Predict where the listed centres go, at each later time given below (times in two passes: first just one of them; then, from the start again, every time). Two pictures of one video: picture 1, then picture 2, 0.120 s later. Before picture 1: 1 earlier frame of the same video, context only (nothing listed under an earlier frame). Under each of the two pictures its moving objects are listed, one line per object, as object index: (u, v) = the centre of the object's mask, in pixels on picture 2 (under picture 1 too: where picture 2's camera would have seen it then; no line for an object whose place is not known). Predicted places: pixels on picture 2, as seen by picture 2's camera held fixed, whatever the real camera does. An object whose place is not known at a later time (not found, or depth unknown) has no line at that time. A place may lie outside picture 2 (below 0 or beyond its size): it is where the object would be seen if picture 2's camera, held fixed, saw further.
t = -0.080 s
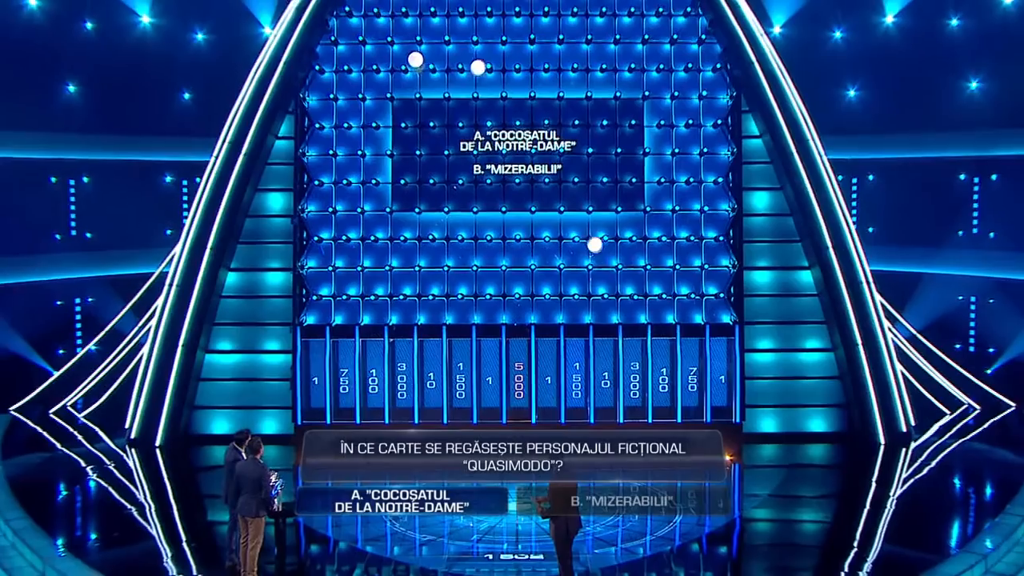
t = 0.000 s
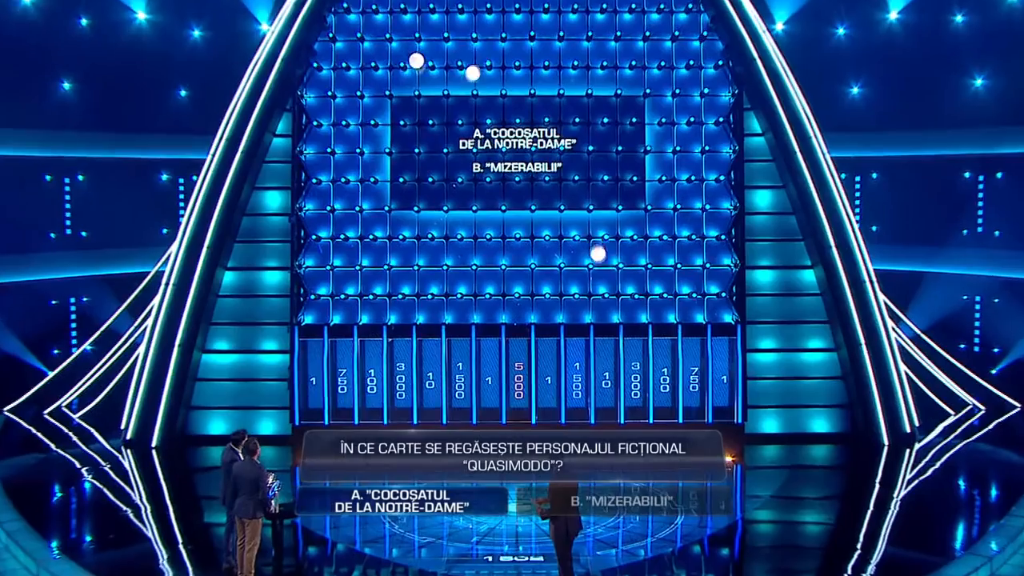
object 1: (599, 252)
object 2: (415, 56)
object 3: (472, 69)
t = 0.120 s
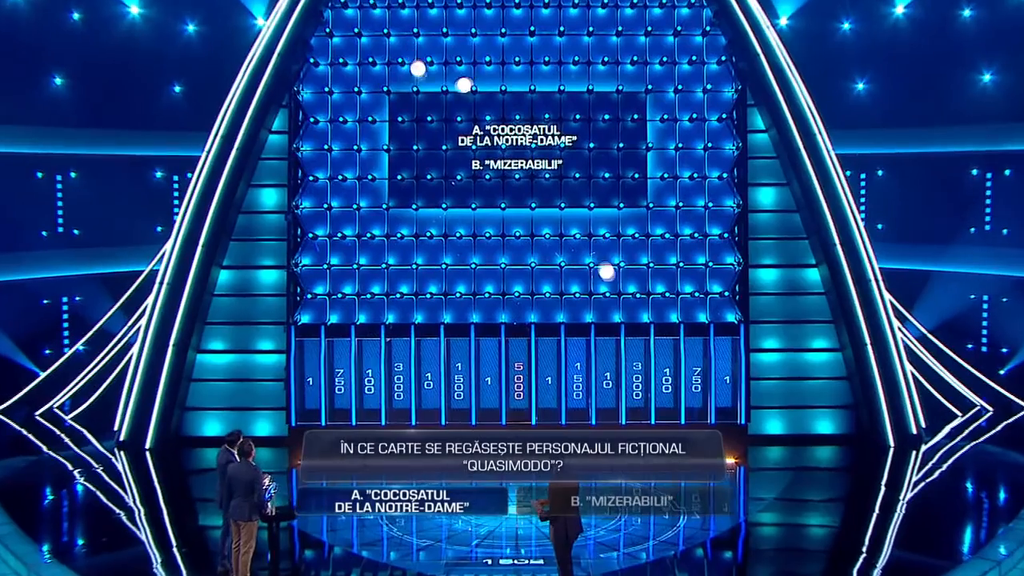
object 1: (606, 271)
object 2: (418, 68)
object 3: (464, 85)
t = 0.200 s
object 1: (614, 286)
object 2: (420, 80)
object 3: (456, 91)
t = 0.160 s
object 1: (609, 278)
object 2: (419, 74)
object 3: (459, 88)
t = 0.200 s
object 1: (614, 286)
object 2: (420, 80)
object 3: (456, 91)
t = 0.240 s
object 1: (619, 290)
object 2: (424, 80)
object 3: (460, 94)
